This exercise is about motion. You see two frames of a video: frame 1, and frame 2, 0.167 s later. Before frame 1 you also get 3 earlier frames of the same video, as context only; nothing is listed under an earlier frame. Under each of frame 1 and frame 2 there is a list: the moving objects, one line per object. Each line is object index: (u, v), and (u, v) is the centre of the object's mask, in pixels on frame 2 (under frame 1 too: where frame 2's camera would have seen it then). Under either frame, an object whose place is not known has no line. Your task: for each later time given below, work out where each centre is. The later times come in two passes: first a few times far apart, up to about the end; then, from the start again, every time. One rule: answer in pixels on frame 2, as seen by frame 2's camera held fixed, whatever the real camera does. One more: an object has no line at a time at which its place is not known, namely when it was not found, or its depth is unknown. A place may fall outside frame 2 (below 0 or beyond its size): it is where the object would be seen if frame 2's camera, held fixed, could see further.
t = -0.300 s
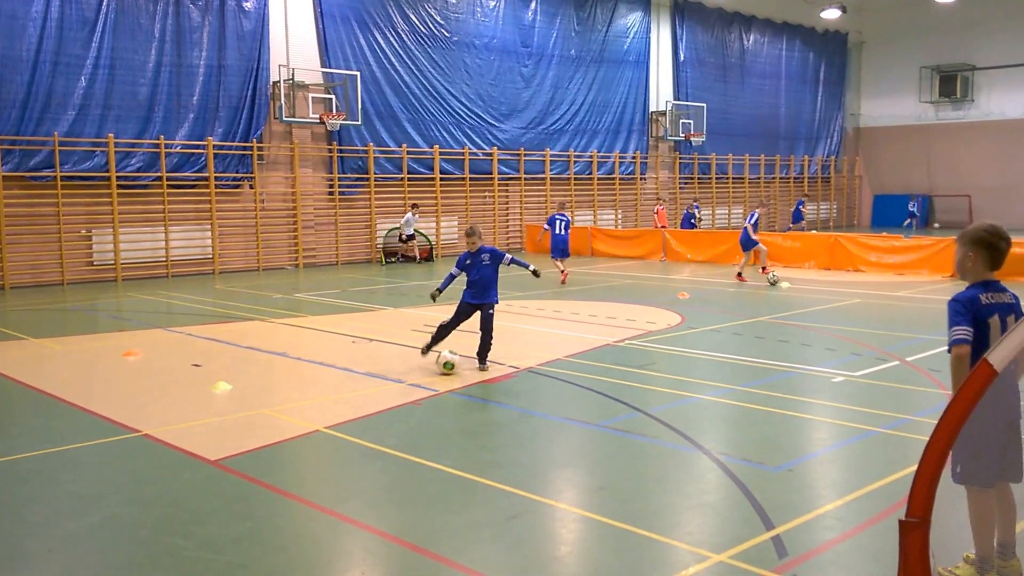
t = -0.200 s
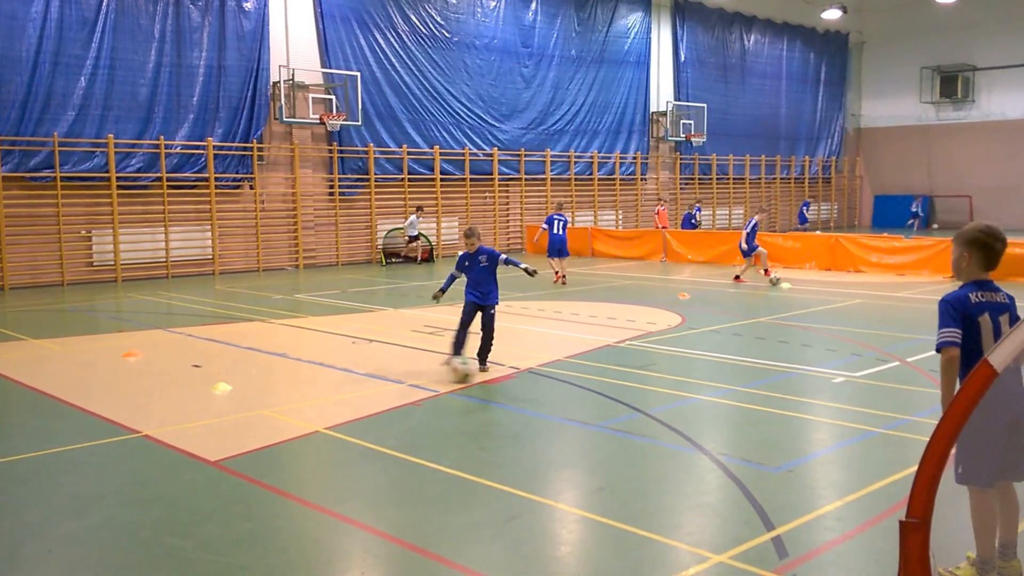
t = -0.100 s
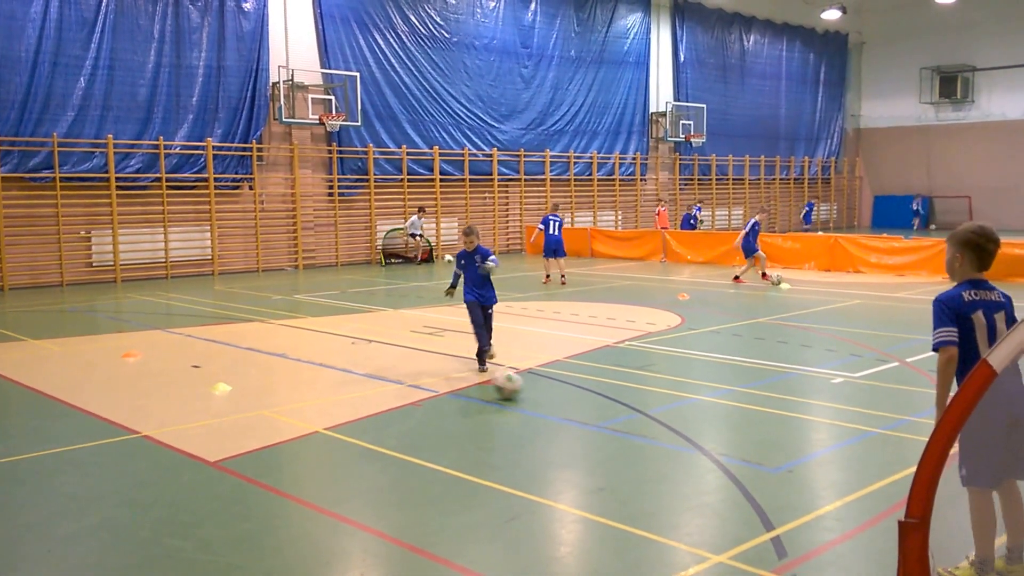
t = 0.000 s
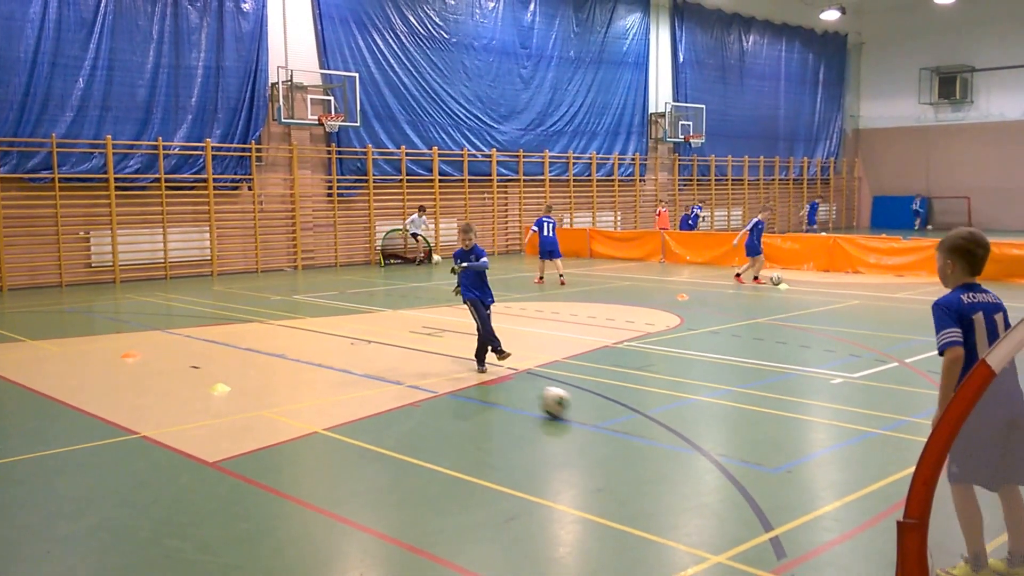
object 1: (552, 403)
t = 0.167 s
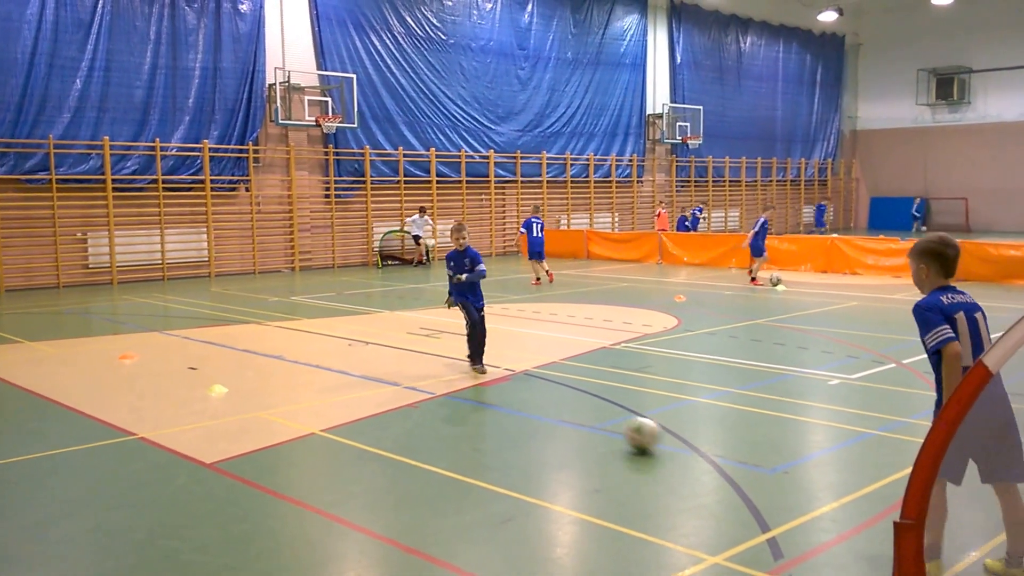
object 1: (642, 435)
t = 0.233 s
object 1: (681, 449)
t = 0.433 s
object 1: (808, 494)
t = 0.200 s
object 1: (661, 442)
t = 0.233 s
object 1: (681, 449)
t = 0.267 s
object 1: (701, 455)
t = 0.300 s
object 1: (720, 463)
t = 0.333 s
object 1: (742, 470)
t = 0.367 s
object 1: (764, 479)
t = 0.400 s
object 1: (786, 487)
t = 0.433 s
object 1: (808, 494)
